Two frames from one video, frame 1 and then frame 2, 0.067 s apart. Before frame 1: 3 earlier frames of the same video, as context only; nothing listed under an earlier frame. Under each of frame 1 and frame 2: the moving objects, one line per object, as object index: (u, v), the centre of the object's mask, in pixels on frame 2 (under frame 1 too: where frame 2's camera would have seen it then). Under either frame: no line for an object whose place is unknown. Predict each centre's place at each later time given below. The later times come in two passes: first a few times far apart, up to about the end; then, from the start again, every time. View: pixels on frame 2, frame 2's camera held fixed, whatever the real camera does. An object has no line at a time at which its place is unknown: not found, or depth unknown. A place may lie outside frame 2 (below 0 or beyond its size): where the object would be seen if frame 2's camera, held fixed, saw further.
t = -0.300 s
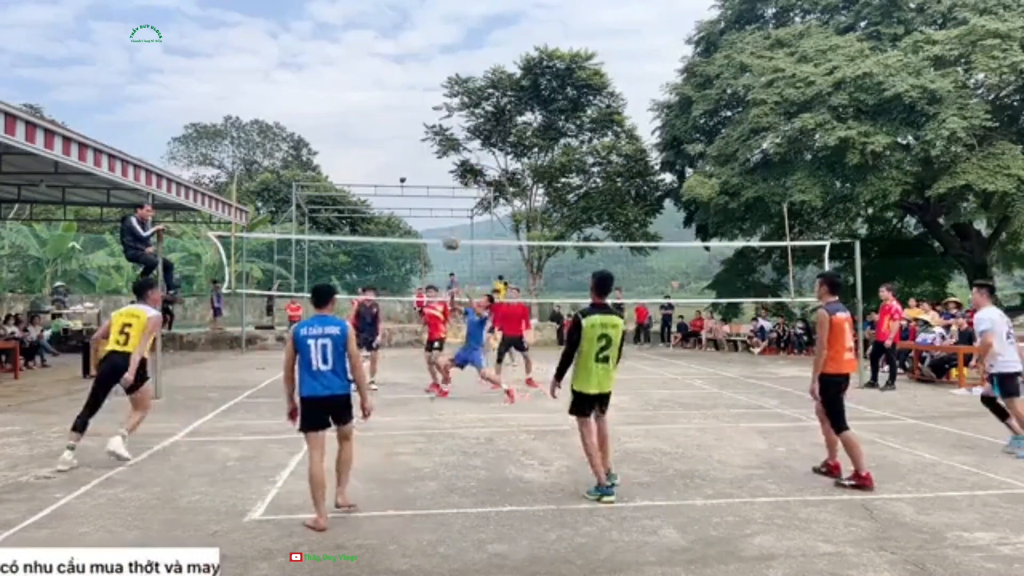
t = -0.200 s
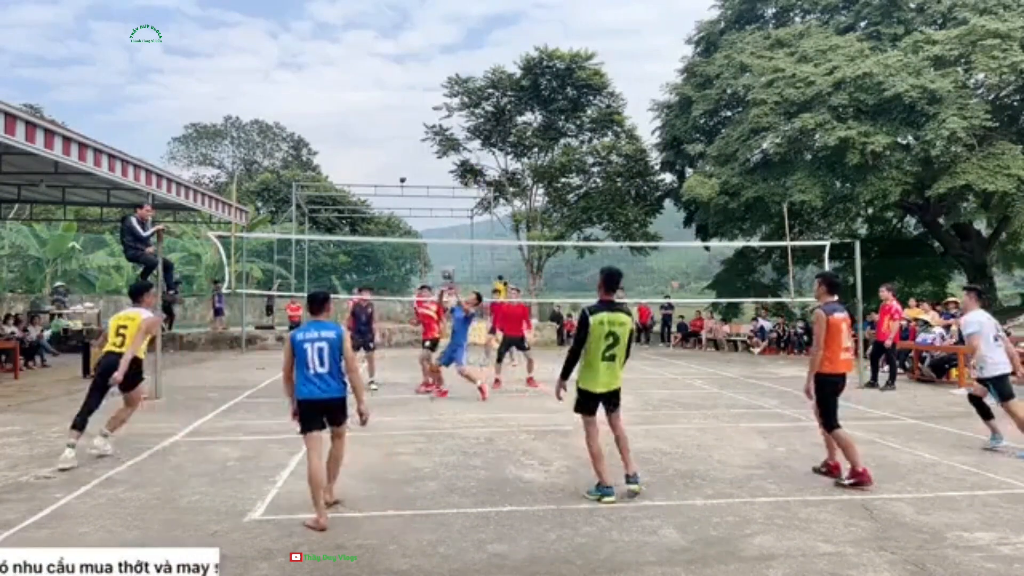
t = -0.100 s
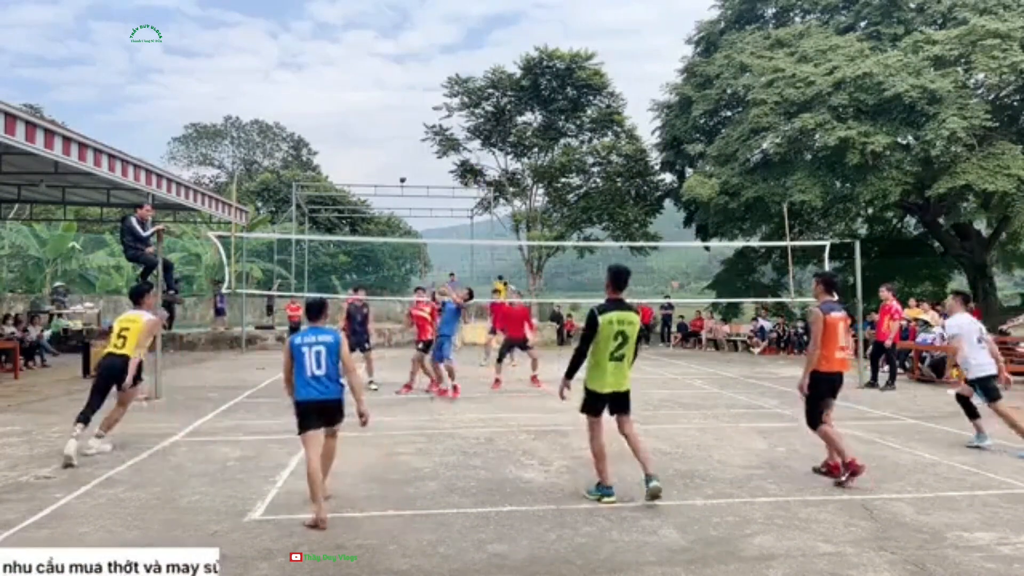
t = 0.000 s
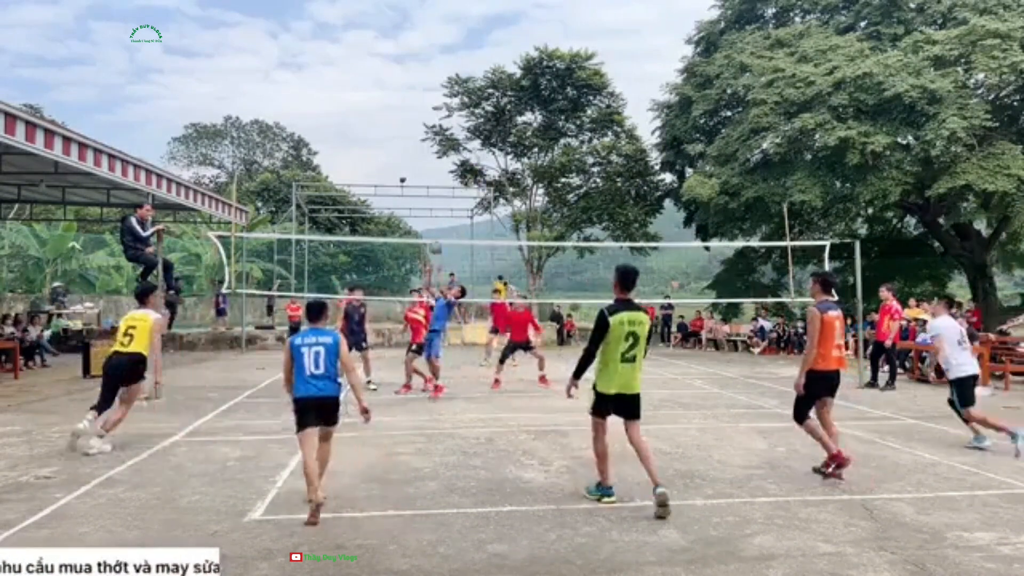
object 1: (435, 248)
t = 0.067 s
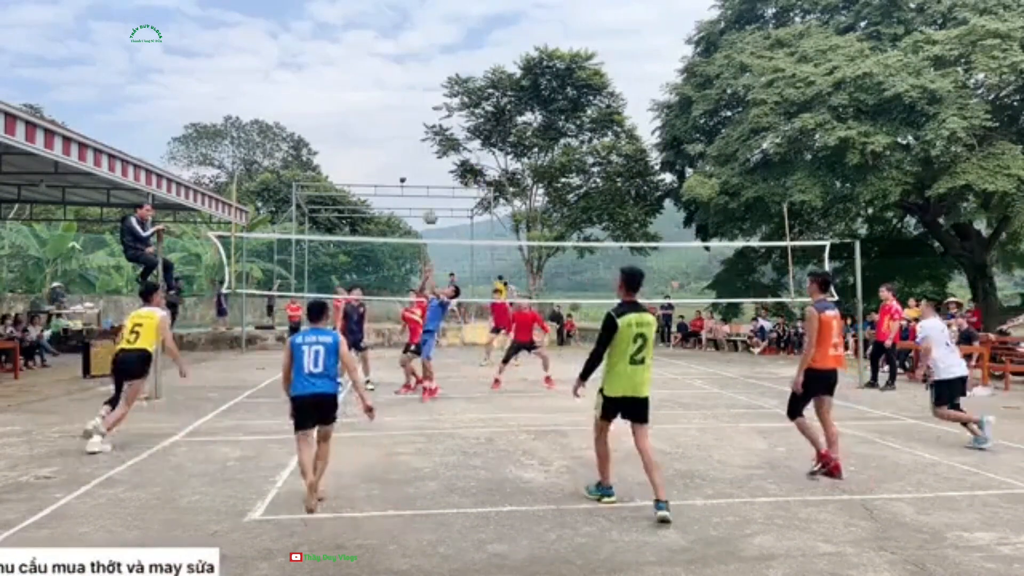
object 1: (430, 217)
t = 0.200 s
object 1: (420, 168)
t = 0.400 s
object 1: (405, 116)
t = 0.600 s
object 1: (391, 91)
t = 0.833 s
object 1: (374, 96)
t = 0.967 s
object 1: (365, 117)
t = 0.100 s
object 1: (428, 204)
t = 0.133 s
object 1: (426, 192)
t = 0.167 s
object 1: (423, 179)
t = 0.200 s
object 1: (420, 168)
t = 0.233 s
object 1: (418, 157)
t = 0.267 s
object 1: (415, 148)
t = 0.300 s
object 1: (413, 139)
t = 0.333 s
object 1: (410, 129)
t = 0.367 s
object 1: (408, 123)
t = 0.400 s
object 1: (405, 116)
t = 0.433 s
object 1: (403, 110)
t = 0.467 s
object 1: (400, 104)
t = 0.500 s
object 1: (398, 100)
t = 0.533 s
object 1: (395, 96)
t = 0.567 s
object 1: (393, 93)
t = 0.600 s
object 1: (391, 91)
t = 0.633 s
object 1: (388, 89)
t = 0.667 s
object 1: (386, 89)
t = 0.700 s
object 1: (384, 88)
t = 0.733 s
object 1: (381, 89)
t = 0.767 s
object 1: (379, 91)
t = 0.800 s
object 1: (377, 93)
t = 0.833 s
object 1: (374, 96)
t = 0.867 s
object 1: (372, 100)
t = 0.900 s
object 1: (369, 105)
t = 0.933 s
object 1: (367, 110)
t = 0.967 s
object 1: (365, 117)
